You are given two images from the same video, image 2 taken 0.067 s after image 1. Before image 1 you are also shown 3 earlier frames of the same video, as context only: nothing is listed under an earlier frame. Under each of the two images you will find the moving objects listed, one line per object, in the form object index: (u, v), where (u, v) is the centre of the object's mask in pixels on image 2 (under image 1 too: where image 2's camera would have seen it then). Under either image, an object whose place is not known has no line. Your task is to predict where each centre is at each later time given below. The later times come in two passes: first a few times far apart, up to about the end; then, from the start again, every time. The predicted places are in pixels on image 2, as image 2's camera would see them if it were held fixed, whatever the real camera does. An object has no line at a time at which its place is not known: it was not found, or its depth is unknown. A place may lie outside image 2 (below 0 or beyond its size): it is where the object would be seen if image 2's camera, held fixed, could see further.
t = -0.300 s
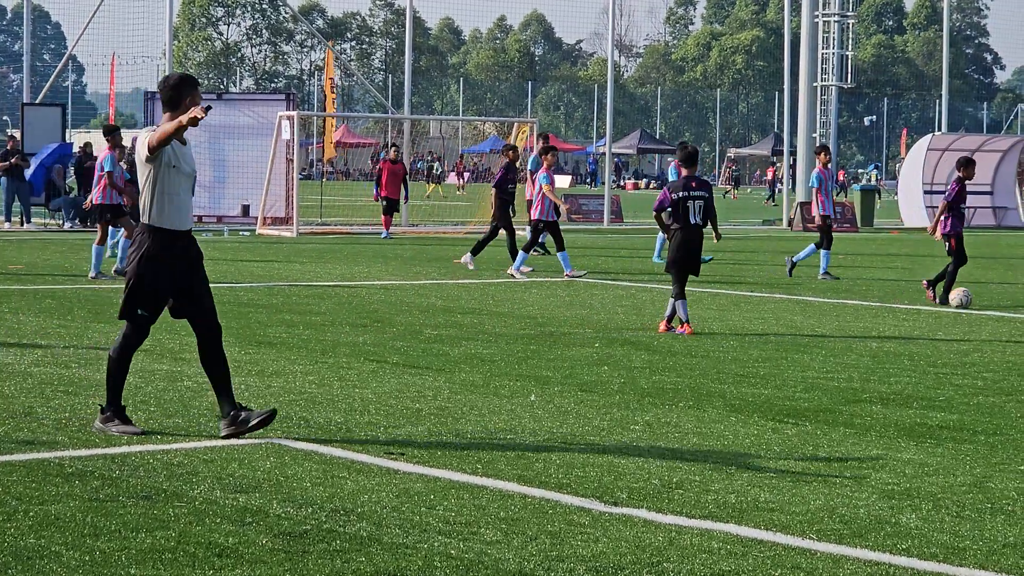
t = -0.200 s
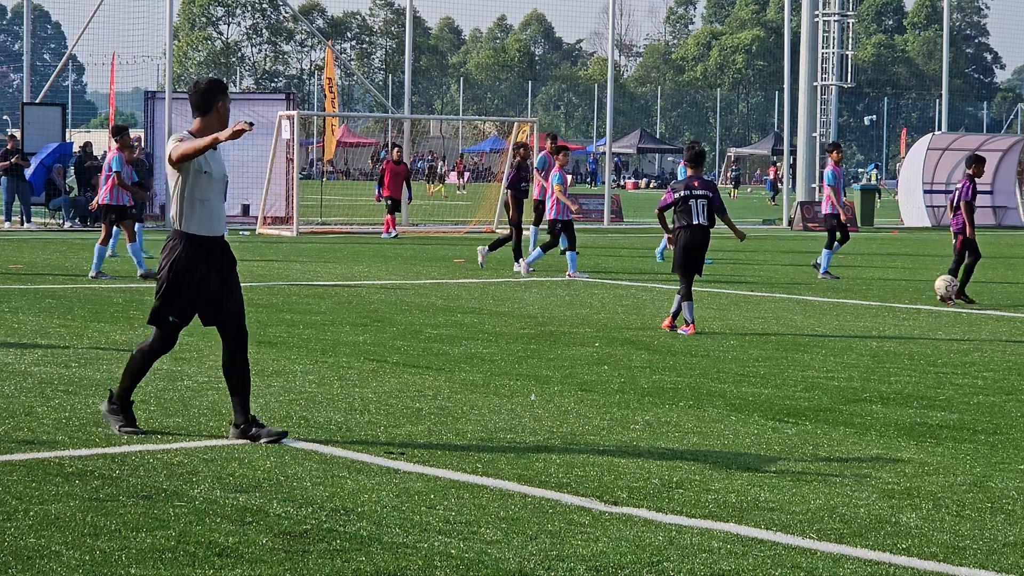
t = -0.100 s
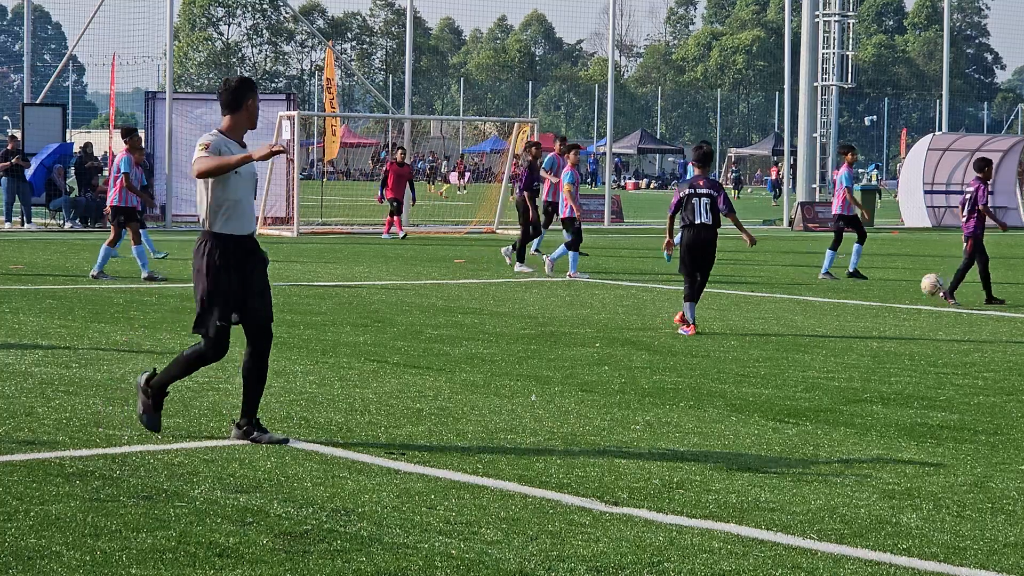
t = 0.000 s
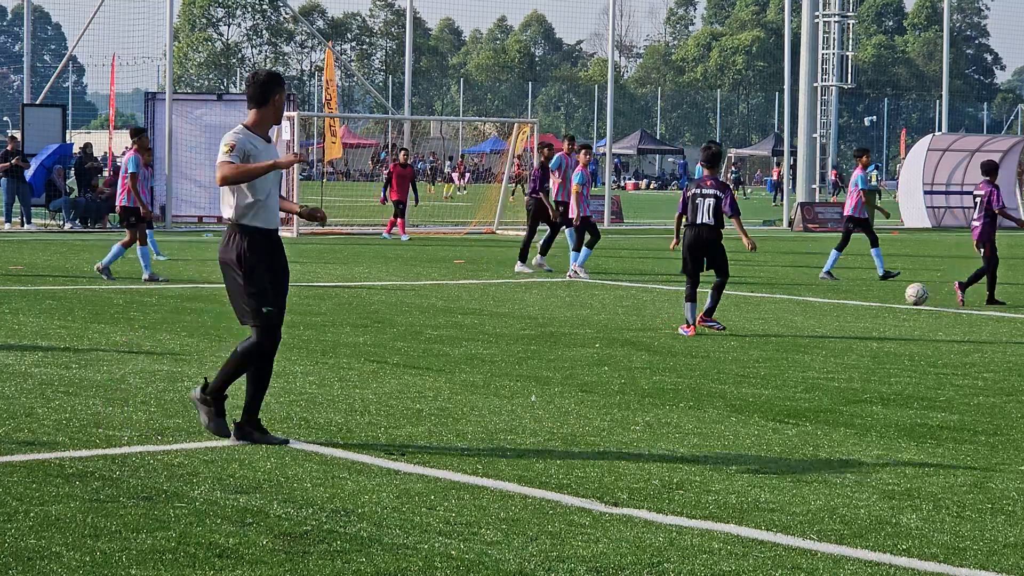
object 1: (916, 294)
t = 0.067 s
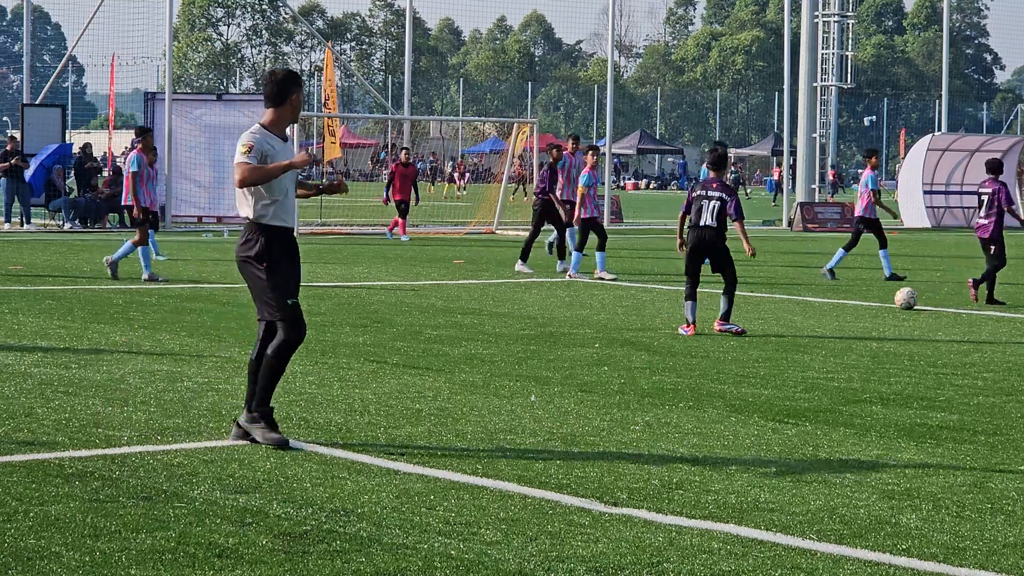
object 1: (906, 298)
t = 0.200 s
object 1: (886, 296)
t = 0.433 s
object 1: (853, 300)
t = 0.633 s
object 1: (826, 300)
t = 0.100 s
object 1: (901, 296)
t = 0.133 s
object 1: (897, 295)
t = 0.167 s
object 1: (892, 295)
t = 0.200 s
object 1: (886, 296)
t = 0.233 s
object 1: (882, 299)
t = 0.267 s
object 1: (877, 300)
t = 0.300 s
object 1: (872, 299)
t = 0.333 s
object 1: (868, 299)
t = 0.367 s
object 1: (863, 299)
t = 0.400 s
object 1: (858, 300)
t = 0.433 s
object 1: (853, 300)
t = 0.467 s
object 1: (849, 300)
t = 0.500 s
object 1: (844, 300)
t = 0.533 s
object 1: (840, 300)
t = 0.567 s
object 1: (835, 300)
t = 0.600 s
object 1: (831, 300)
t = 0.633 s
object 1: (826, 300)
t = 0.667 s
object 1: (822, 300)
